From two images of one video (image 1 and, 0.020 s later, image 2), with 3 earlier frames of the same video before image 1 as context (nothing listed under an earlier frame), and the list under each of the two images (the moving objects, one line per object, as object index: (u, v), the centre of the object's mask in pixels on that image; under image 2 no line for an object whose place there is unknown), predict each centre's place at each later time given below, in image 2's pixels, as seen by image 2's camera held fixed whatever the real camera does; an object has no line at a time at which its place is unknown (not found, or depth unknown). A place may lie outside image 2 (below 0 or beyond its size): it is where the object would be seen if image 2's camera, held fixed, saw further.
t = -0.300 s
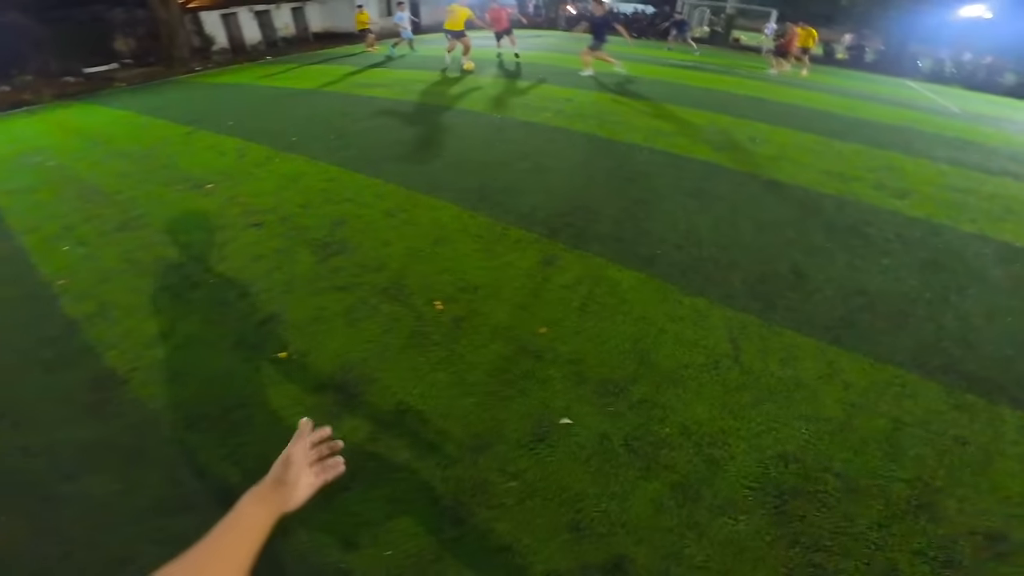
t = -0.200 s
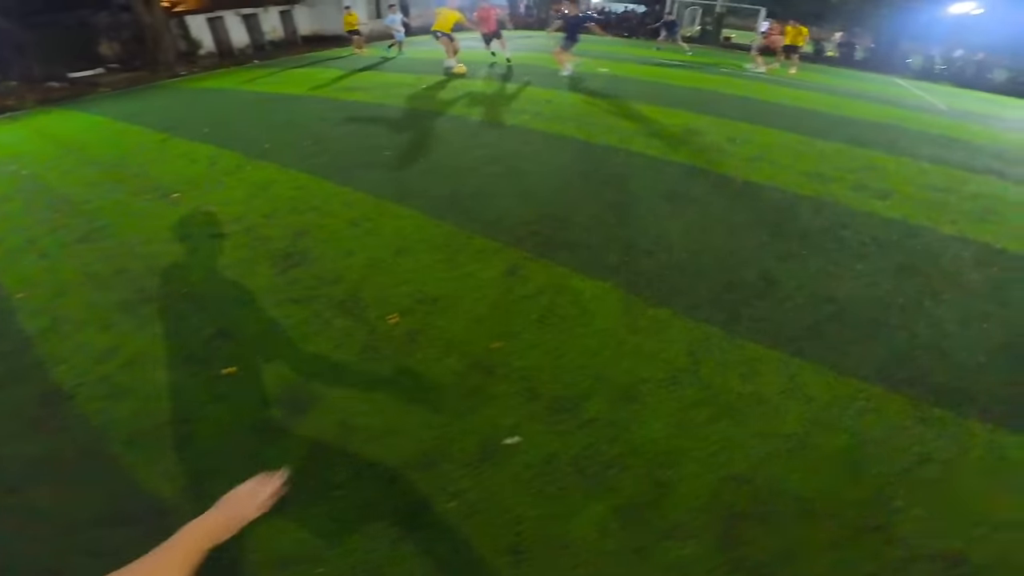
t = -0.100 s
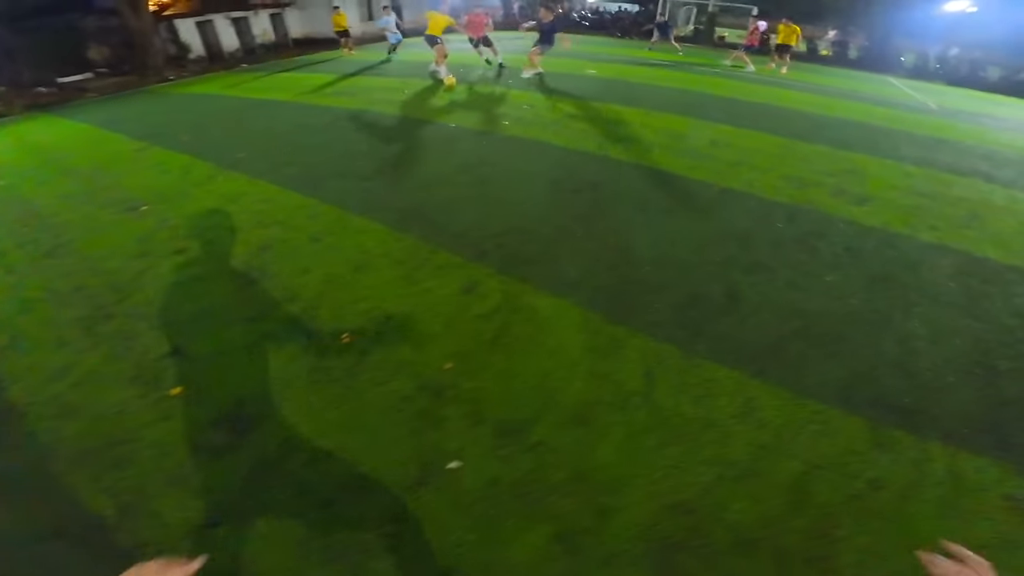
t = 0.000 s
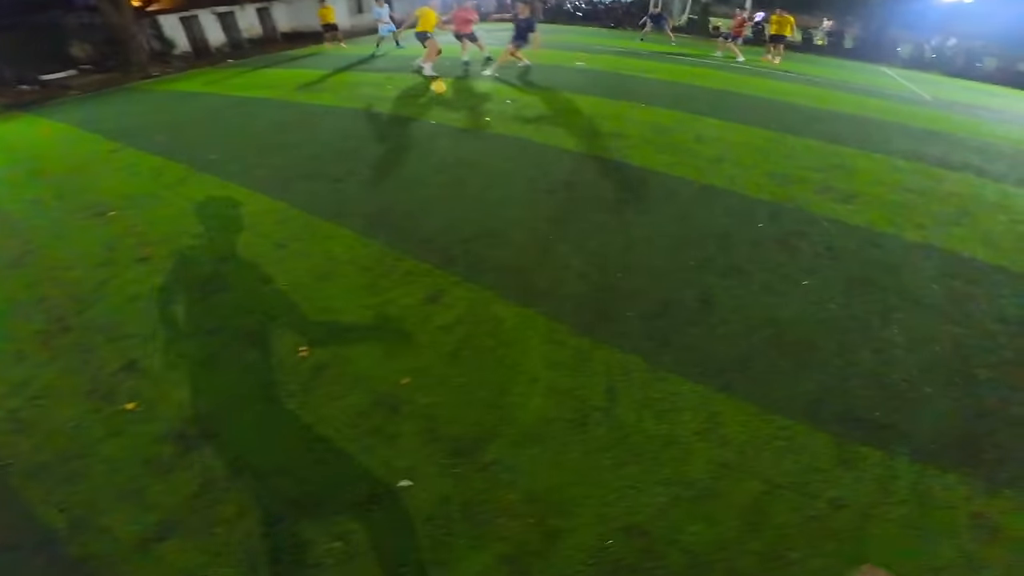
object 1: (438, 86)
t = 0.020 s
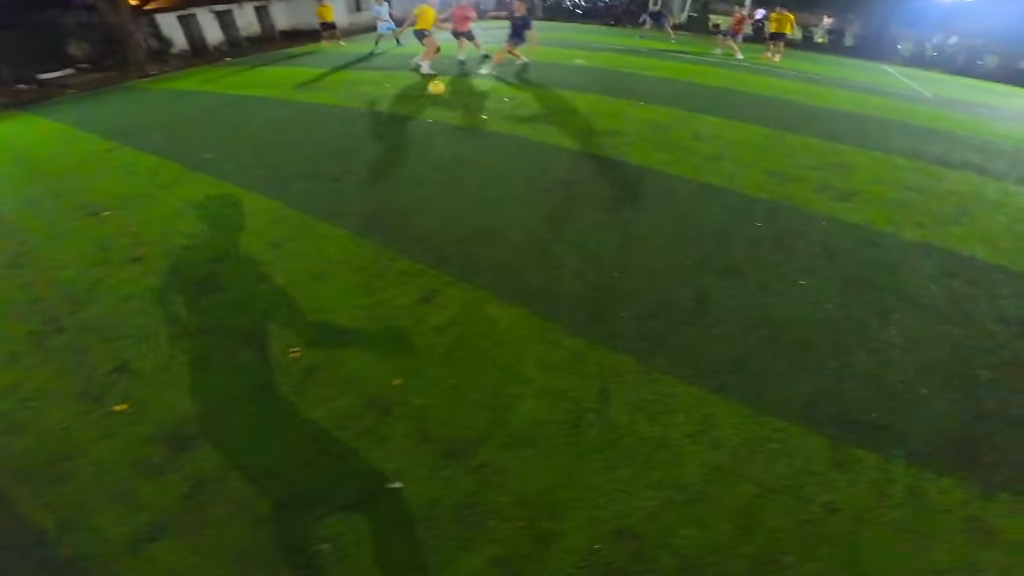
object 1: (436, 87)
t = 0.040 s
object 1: (437, 91)
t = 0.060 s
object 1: (437, 94)
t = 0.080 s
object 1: (439, 97)
